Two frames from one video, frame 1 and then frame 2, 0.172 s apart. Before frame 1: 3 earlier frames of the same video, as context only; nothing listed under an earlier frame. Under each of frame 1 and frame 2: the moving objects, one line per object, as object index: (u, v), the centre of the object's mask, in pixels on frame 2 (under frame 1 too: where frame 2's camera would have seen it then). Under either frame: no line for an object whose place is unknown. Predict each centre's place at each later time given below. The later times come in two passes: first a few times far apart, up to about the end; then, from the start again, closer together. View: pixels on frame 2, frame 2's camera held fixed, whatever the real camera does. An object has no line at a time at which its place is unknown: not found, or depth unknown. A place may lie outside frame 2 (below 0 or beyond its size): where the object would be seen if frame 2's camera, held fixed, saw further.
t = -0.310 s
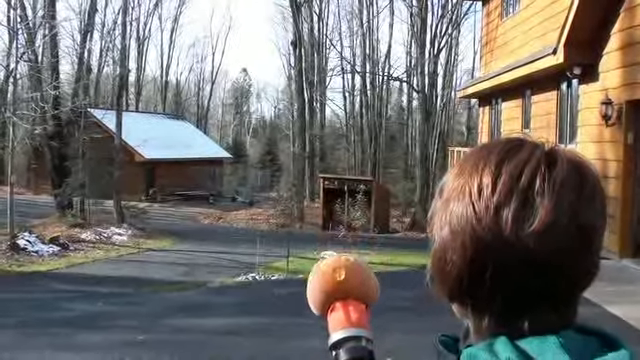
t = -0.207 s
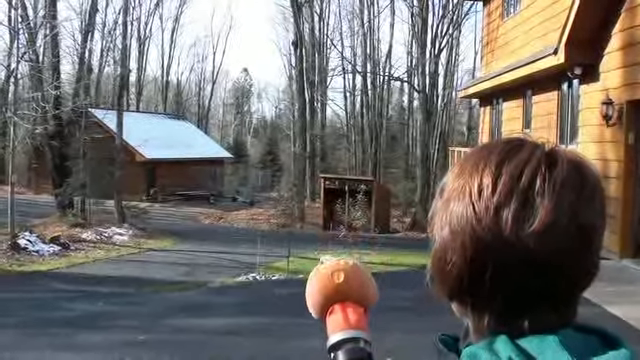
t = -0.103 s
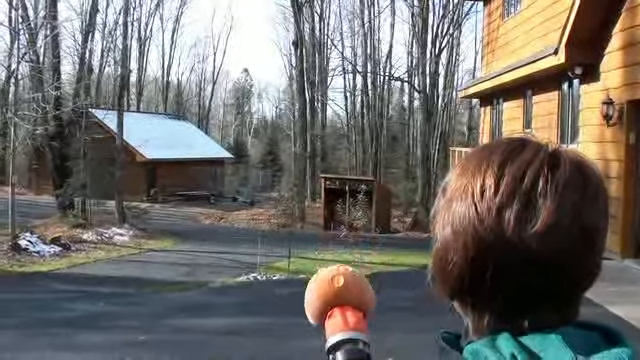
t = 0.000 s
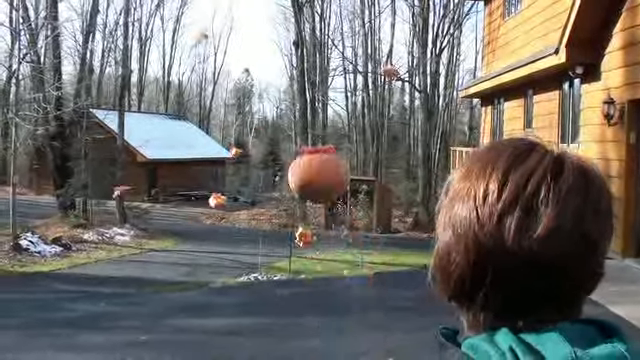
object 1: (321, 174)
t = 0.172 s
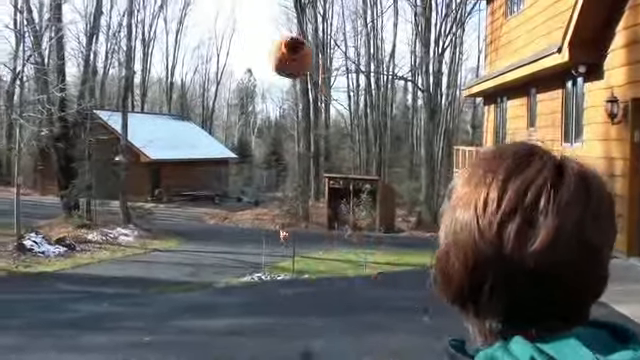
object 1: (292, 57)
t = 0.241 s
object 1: (284, 48)
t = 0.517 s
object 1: (266, 115)
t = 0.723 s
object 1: (249, 233)
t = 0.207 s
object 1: (288, 48)
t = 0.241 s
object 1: (284, 48)
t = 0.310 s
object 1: (277, 51)
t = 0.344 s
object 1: (273, 55)
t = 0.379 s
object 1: (272, 66)
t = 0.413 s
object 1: (268, 72)
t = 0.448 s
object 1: (266, 85)
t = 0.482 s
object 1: (265, 98)
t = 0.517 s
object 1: (266, 115)
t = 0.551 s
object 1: (263, 128)
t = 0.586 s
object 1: (260, 144)
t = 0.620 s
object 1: (260, 162)
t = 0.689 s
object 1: (250, 214)
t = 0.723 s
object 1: (249, 233)
